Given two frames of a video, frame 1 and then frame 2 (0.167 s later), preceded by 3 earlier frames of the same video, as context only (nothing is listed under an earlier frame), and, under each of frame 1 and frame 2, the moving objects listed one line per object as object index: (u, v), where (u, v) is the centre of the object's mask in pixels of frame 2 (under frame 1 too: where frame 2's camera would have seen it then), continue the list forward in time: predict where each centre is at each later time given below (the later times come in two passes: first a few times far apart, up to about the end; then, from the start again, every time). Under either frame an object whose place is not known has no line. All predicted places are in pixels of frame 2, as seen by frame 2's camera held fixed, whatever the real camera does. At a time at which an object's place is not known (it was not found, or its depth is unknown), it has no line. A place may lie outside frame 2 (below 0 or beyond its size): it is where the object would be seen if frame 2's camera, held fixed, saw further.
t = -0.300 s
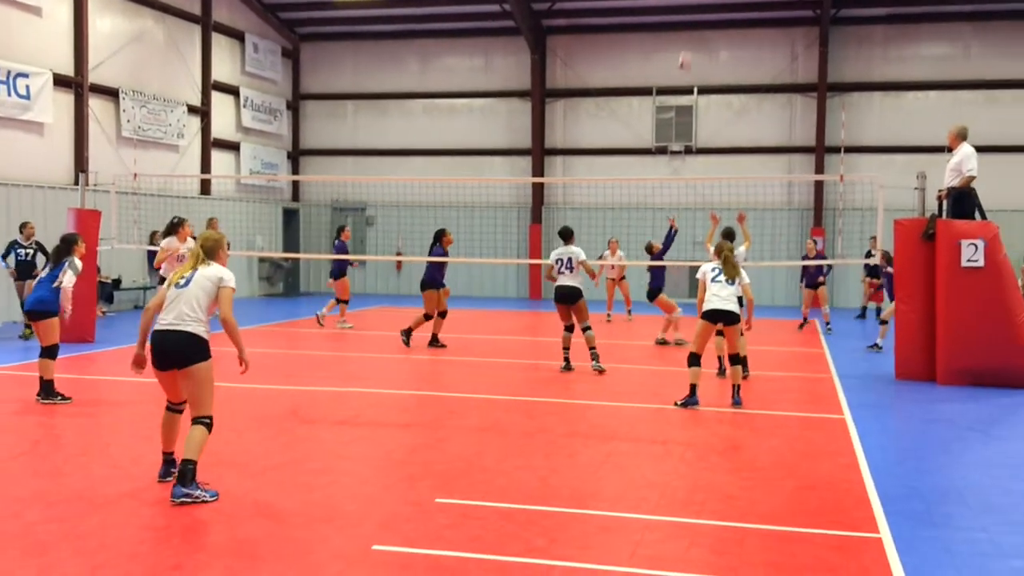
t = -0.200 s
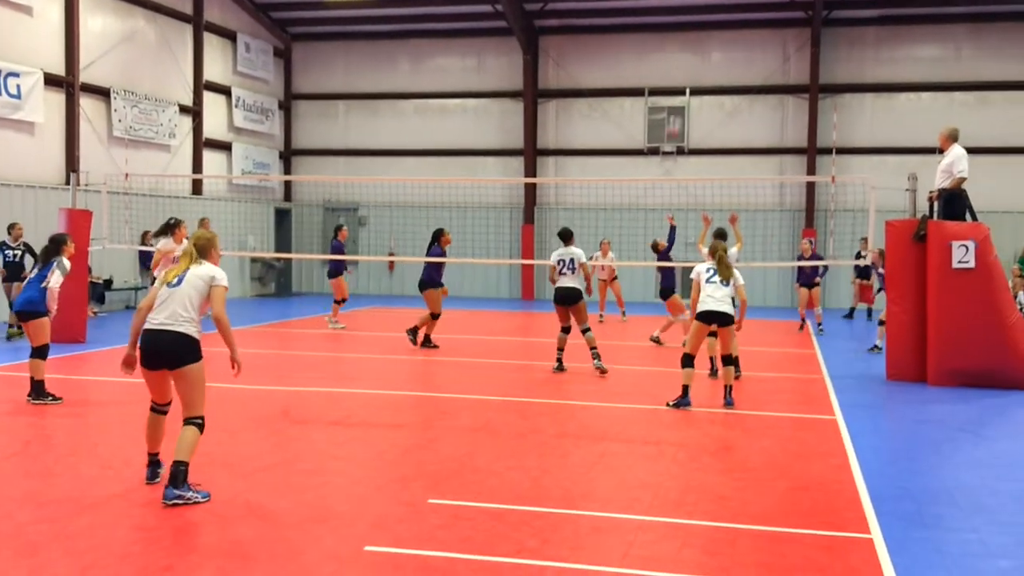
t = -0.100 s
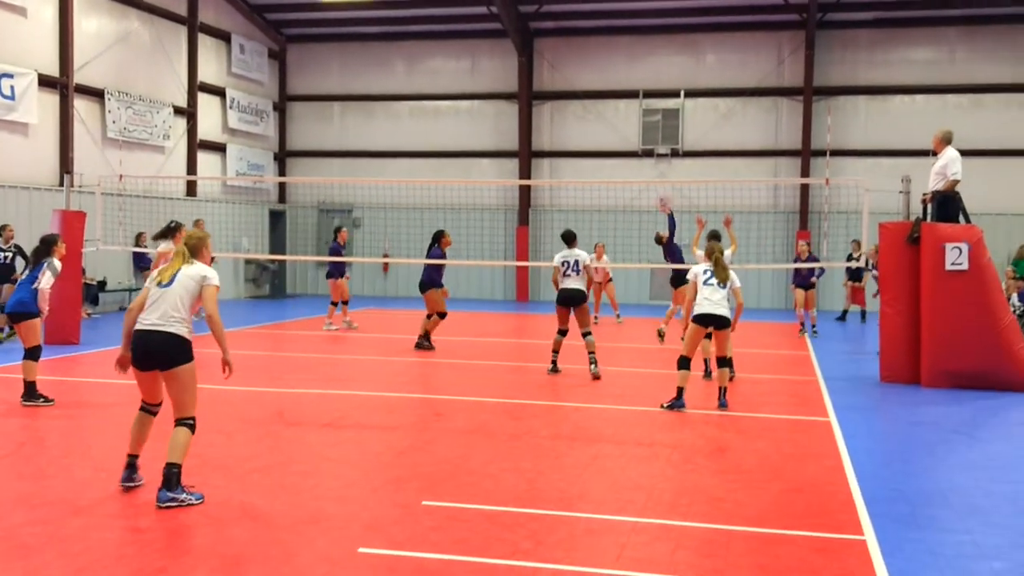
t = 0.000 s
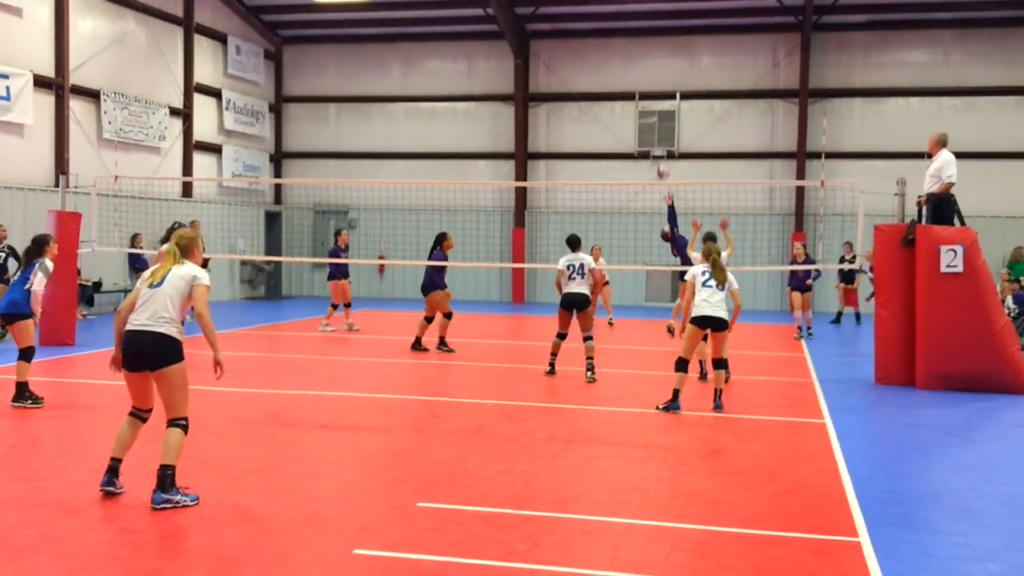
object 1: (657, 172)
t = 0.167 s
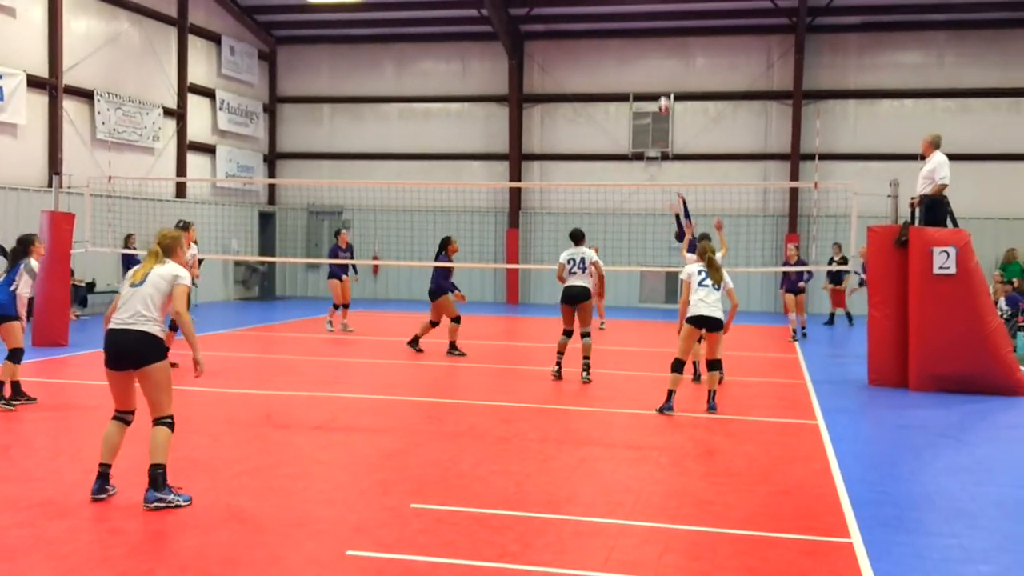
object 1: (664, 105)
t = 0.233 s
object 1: (666, 85)
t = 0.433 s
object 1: (675, 37)
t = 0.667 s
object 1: (684, 19)
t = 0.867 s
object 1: (690, 34)
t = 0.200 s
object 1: (666, 95)
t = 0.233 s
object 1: (666, 85)
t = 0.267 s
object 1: (668, 74)
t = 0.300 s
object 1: (670, 65)
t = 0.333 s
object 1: (671, 57)
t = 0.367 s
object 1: (673, 50)
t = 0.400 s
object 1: (674, 43)
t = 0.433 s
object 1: (675, 37)
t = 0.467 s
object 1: (676, 32)
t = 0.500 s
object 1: (677, 29)
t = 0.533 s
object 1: (679, 25)
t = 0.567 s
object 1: (680, 22)
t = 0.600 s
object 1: (681, 20)
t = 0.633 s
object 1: (683, 19)
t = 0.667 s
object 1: (684, 19)
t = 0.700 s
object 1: (685, 19)
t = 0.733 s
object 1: (686, 20)
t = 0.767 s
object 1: (687, 23)
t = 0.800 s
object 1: (688, 26)
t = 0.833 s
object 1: (689, 30)
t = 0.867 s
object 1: (690, 34)
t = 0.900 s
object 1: (691, 39)
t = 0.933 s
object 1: (692, 46)
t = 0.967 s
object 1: (693, 53)
